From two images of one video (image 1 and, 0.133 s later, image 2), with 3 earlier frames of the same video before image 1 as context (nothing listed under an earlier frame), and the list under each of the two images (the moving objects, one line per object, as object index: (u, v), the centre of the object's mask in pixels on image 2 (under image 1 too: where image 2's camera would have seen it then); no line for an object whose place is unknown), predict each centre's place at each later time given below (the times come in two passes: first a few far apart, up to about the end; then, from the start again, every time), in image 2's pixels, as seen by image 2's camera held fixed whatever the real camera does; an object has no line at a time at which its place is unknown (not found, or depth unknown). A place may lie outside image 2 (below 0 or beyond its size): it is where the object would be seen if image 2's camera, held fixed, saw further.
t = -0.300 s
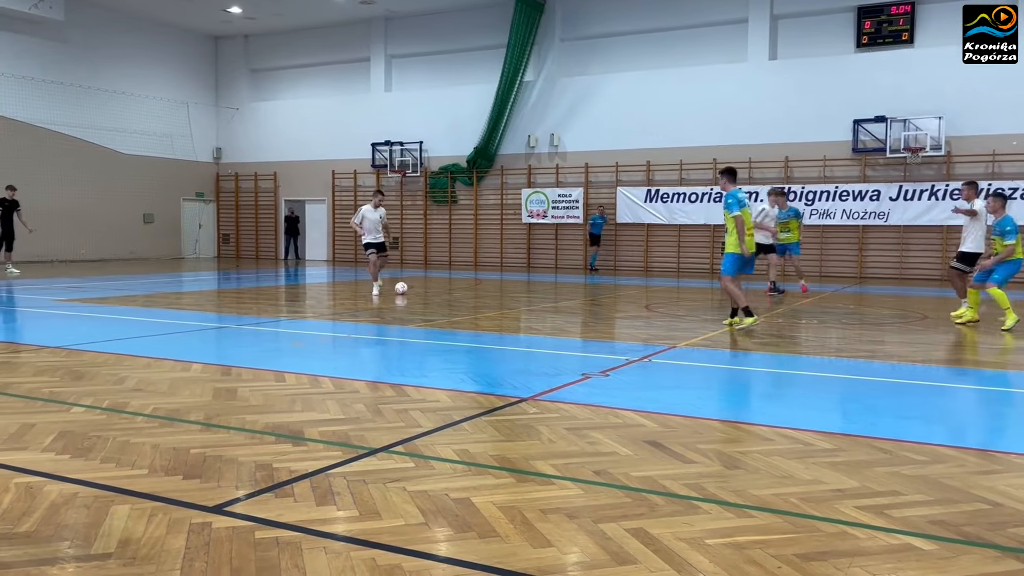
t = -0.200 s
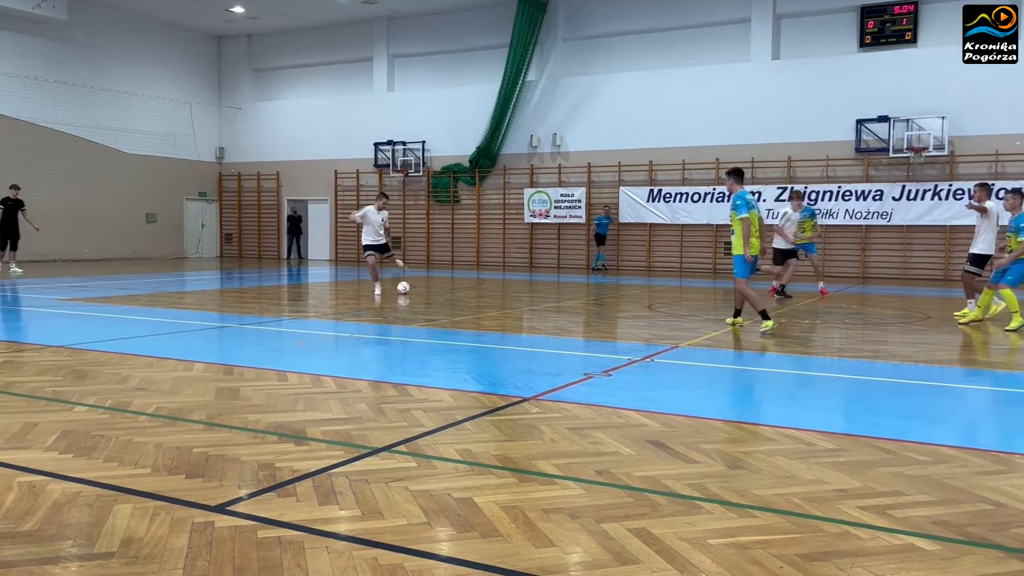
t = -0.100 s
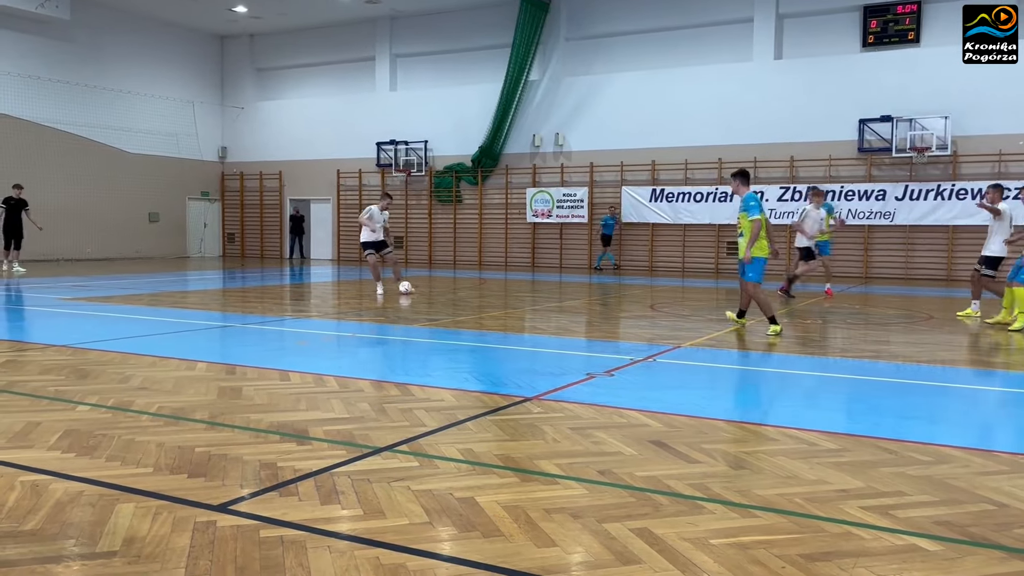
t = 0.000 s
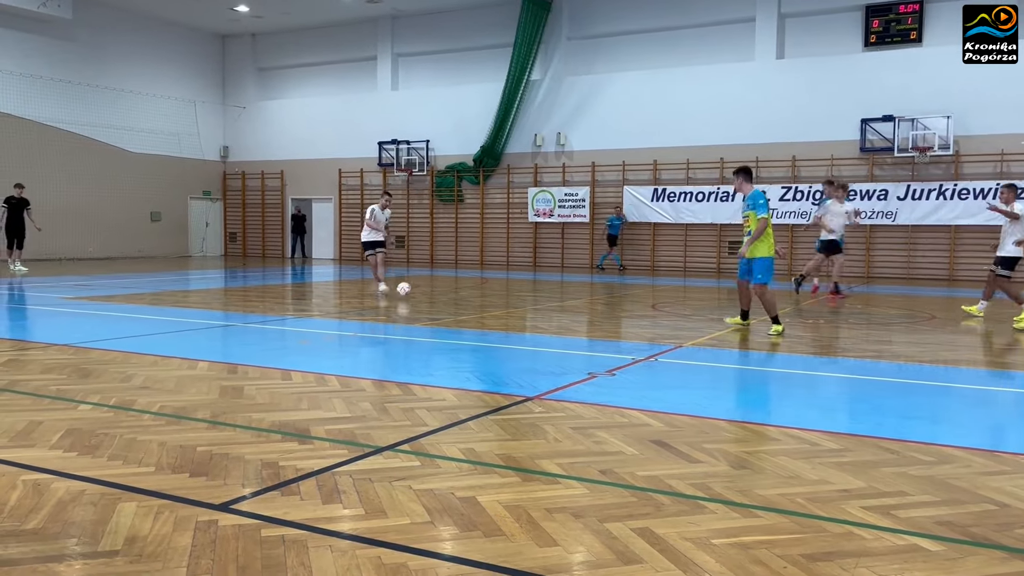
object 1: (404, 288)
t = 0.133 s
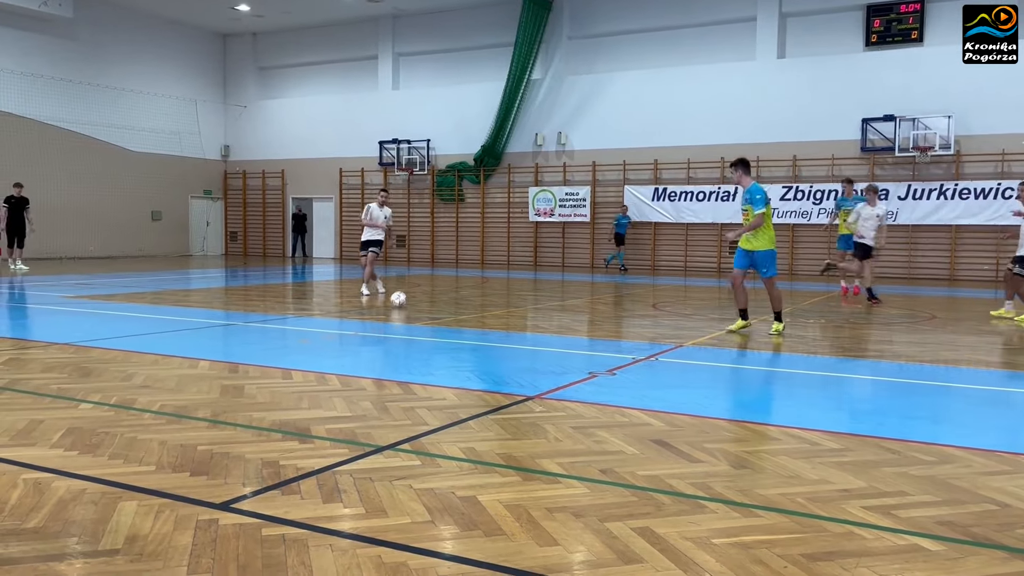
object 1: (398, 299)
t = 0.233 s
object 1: (393, 306)
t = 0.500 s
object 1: (376, 333)
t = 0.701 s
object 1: (357, 364)
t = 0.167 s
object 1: (396, 301)
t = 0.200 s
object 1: (395, 303)
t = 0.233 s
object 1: (393, 306)
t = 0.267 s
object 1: (391, 310)
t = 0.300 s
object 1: (389, 312)
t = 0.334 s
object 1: (387, 316)
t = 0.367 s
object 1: (385, 319)
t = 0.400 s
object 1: (383, 322)
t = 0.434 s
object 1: (380, 326)
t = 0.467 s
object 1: (378, 329)
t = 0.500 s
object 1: (376, 333)
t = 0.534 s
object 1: (373, 338)
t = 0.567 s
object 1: (371, 342)
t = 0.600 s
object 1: (367, 347)
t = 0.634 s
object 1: (365, 352)
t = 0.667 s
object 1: (361, 358)
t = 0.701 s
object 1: (357, 364)
